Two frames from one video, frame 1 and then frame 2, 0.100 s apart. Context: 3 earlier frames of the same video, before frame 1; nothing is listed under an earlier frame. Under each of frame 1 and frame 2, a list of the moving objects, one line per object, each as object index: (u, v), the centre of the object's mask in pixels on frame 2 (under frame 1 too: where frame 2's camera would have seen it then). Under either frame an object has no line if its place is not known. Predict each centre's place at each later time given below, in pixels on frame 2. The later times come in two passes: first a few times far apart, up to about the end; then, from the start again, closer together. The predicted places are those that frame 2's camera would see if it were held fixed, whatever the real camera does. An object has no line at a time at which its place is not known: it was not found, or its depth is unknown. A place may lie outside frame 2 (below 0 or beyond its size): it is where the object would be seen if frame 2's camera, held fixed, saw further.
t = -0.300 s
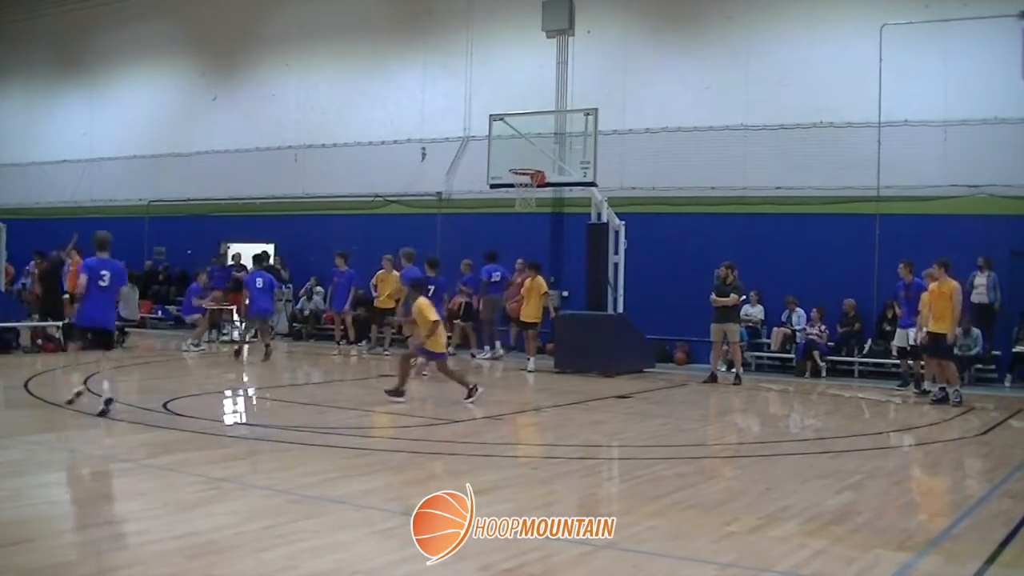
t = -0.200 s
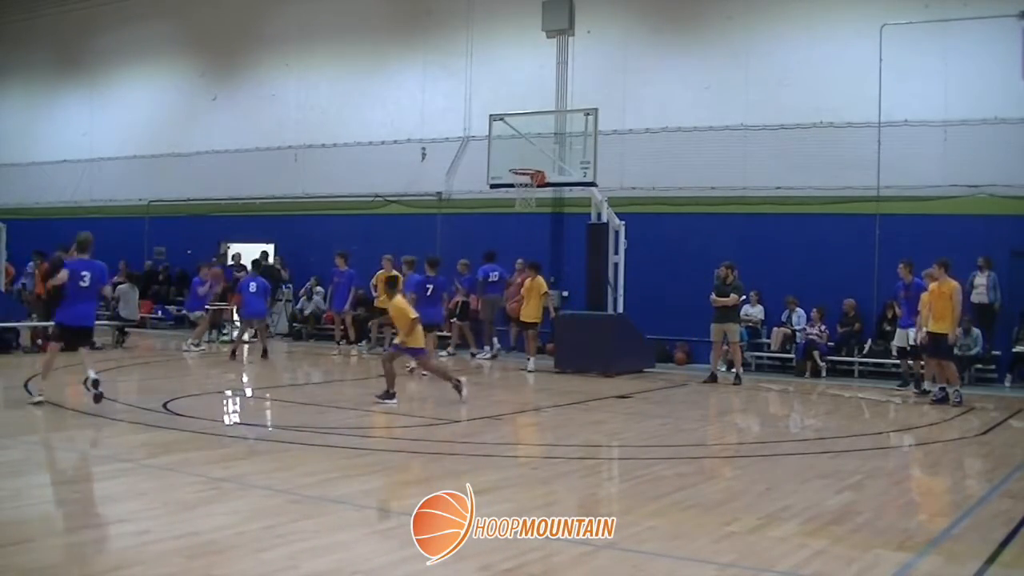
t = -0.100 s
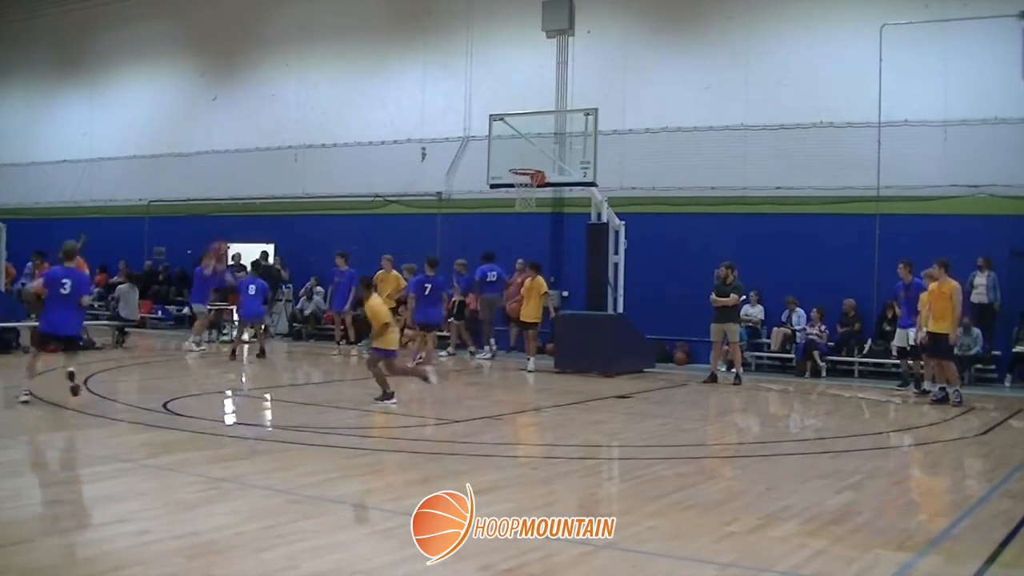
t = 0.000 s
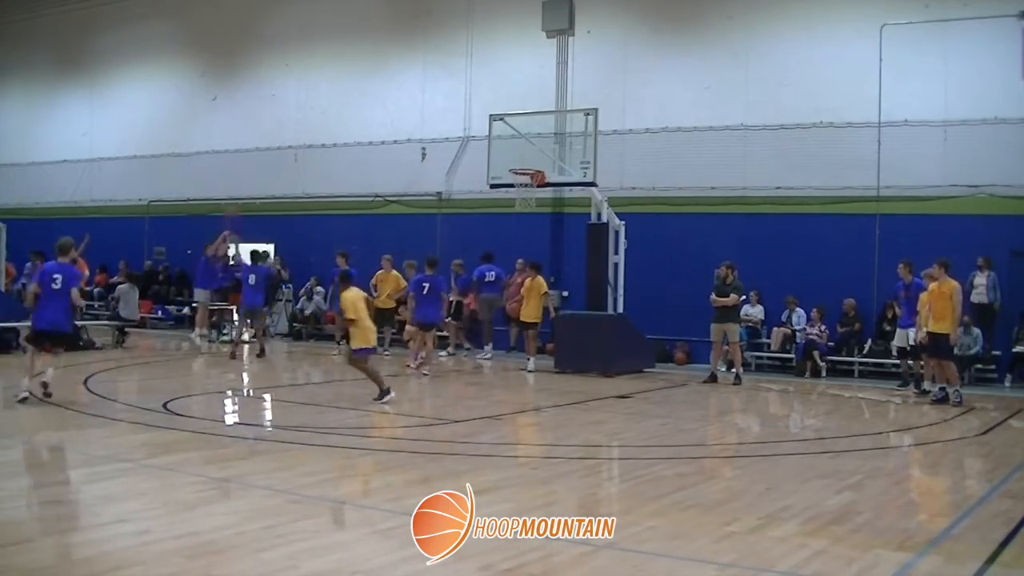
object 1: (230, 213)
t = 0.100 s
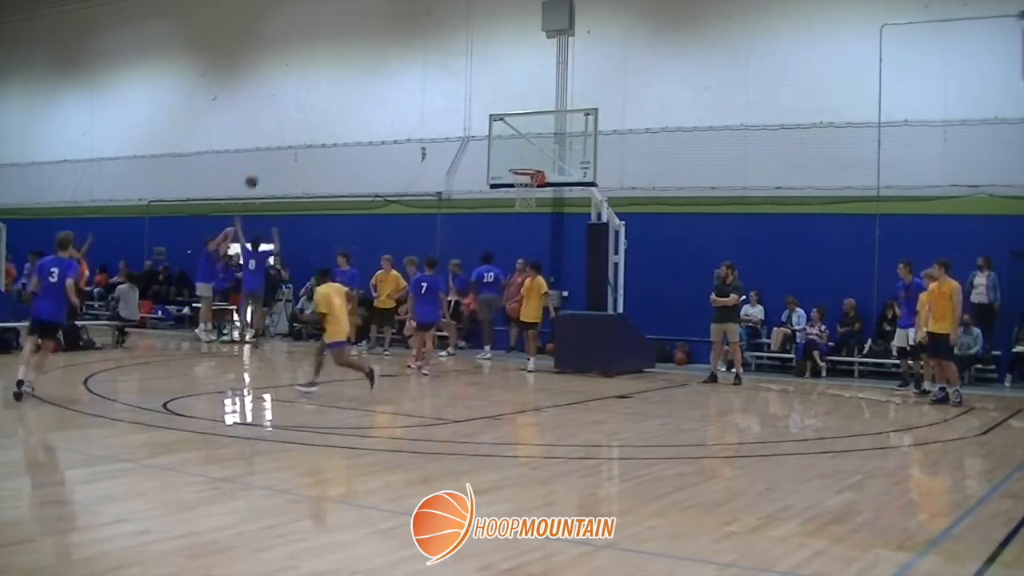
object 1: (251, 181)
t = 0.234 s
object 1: (280, 144)
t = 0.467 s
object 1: (331, 98)
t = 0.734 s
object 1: (393, 81)
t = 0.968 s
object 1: (451, 102)
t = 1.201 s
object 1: (512, 161)
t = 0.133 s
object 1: (258, 171)
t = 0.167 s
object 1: (265, 161)
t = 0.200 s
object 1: (272, 152)
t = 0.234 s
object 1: (280, 144)
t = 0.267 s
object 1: (287, 135)
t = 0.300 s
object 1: (294, 127)
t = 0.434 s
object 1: (324, 103)
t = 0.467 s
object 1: (331, 98)
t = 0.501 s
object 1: (339, 94)
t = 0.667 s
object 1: (377, 82)
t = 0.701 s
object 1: (385, 81)
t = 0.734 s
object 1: (393, 81)
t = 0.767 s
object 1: (401, 82)
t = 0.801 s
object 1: (410, 84)
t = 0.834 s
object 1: (418, 86)
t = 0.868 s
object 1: (426, 89)
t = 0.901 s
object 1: (434, 93)
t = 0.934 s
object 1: (443, 97)
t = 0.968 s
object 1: (451, 102)
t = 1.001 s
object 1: (460, 109)
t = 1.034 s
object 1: (468, 115)
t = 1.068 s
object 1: (477, 123)
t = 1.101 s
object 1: (486, 132)
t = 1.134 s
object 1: (494, 141)
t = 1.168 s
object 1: (503, 151)
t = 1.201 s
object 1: (512, 161)
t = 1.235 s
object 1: (520, 168)
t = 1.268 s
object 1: (529, 174)
